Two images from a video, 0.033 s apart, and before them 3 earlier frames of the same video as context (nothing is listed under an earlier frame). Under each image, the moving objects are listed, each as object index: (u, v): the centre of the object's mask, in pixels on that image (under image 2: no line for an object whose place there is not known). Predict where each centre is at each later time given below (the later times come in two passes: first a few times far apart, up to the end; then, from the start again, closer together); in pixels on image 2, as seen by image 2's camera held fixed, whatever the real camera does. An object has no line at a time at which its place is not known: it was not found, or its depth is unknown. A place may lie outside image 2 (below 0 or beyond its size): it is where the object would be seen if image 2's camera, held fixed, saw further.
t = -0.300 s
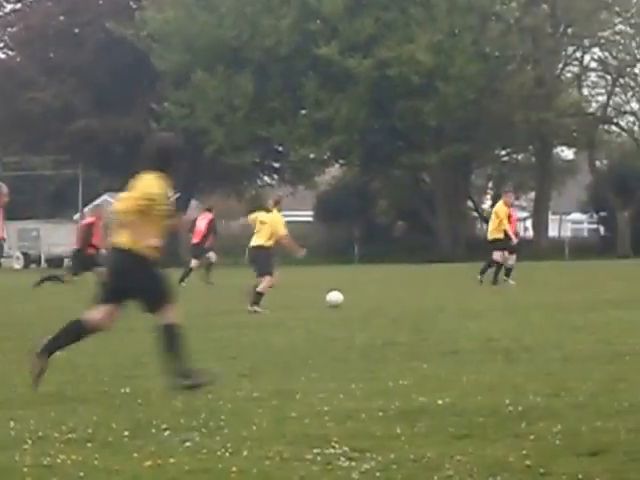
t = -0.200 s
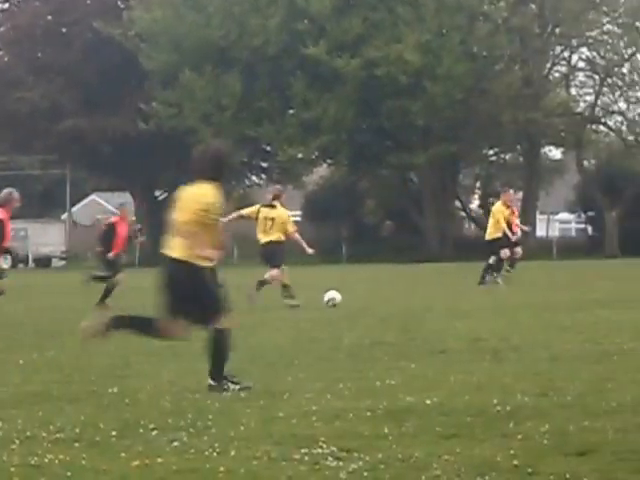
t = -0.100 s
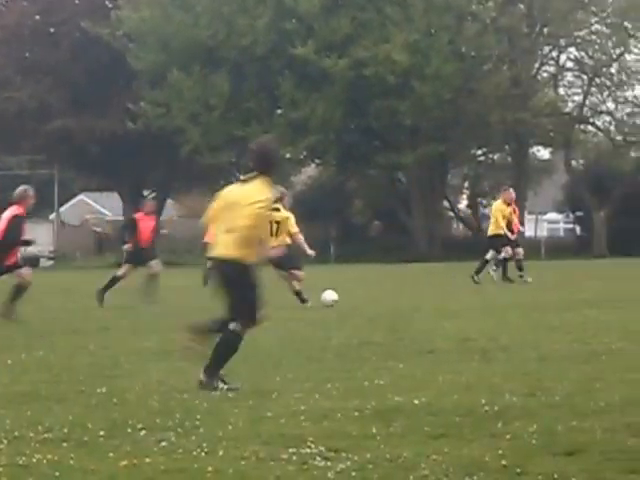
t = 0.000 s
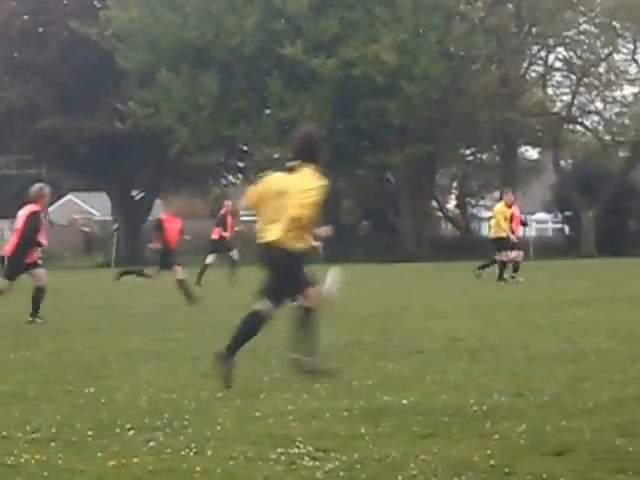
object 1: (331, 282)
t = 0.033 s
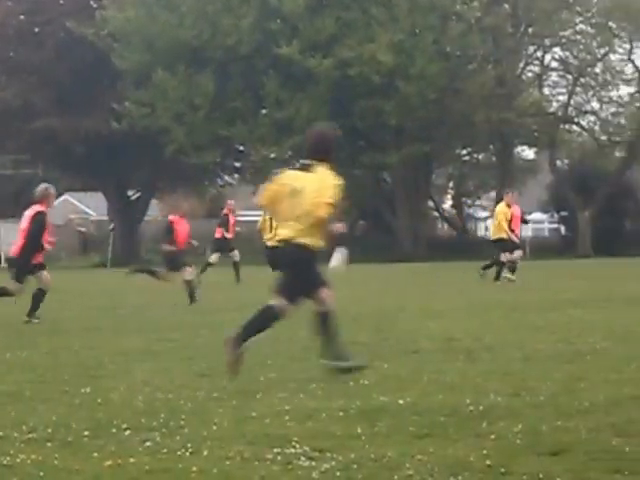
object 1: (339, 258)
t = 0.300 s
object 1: (390, 137)
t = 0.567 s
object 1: (414, 72)
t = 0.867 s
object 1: (424, 48)
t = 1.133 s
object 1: (423, 57)
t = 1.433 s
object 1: (414, 98)
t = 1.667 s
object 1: (403, 142)
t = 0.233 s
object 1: (381, 164)
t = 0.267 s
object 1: (385, 149)
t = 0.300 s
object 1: (390, 137)
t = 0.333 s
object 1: (395, 126)
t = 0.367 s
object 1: (398, 116)
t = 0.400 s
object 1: (402, 107)
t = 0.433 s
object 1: (405, 99)
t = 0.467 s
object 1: (407, 91)
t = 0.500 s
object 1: (410, 84)
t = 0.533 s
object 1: (412, 78)
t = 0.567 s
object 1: (414, 72)
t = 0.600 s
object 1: (416, 68)
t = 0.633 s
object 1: (418, 64)
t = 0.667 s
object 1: (419, 59)
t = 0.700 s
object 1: (420, 56)
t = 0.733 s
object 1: (421, 54)
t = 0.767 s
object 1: (422, 52)
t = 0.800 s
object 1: (423, 50)
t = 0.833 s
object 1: (424, 49)
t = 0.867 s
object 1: (424, 48)
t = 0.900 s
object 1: (424, 48)
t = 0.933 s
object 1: (425, 48)
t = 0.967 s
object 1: (424, 49)
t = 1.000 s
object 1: (424, 50)
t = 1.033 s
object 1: (424, 51)
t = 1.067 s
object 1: (424, 53)
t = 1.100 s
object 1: (423, 55)
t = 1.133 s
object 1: (423, 57)
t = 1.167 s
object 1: (422, 60)
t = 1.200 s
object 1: (421, 64)
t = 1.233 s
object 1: (420, 69)
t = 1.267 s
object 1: (420, 73)
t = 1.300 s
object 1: (419, 77)
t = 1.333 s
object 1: (418, 82)
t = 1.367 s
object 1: (417, 86)
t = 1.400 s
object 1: (416, 92)
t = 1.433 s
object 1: (414, 98)
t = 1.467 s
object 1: (413, 103)
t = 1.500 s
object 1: (411, 109)
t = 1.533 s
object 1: (409, 116)
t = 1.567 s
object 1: (408, 121)
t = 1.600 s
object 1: (407, 128)
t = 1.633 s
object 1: (405, 135)
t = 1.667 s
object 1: (403, 142)
